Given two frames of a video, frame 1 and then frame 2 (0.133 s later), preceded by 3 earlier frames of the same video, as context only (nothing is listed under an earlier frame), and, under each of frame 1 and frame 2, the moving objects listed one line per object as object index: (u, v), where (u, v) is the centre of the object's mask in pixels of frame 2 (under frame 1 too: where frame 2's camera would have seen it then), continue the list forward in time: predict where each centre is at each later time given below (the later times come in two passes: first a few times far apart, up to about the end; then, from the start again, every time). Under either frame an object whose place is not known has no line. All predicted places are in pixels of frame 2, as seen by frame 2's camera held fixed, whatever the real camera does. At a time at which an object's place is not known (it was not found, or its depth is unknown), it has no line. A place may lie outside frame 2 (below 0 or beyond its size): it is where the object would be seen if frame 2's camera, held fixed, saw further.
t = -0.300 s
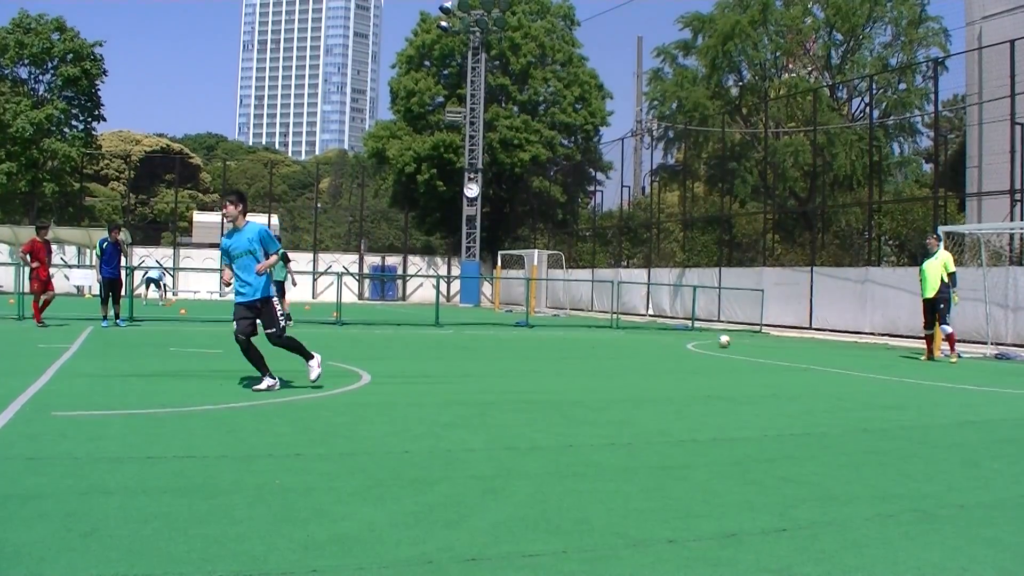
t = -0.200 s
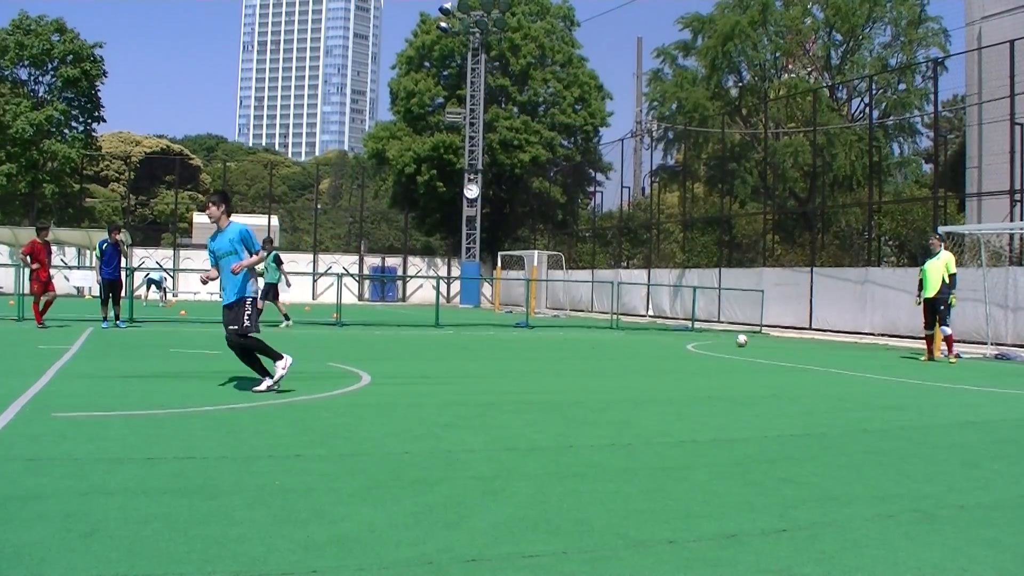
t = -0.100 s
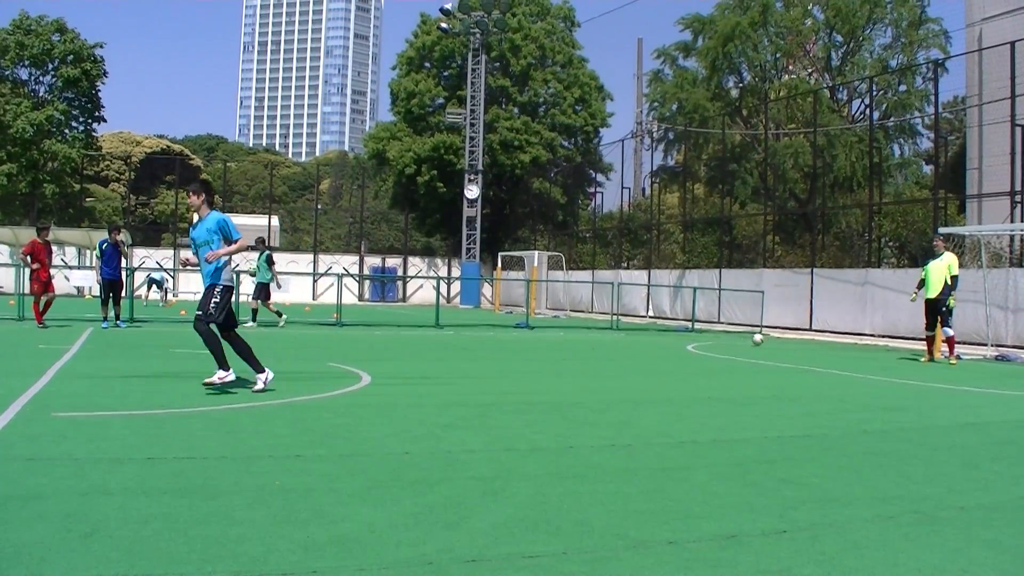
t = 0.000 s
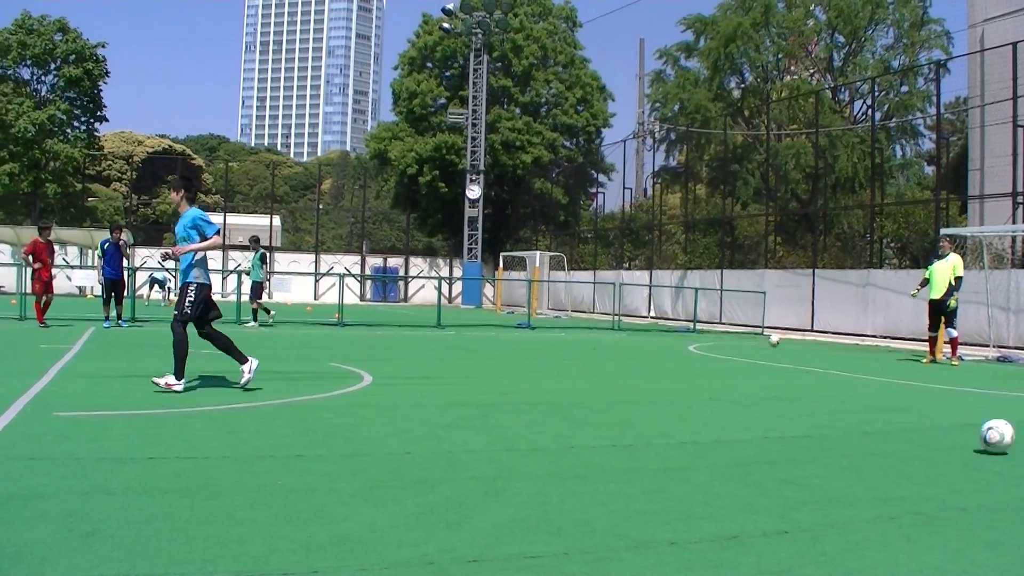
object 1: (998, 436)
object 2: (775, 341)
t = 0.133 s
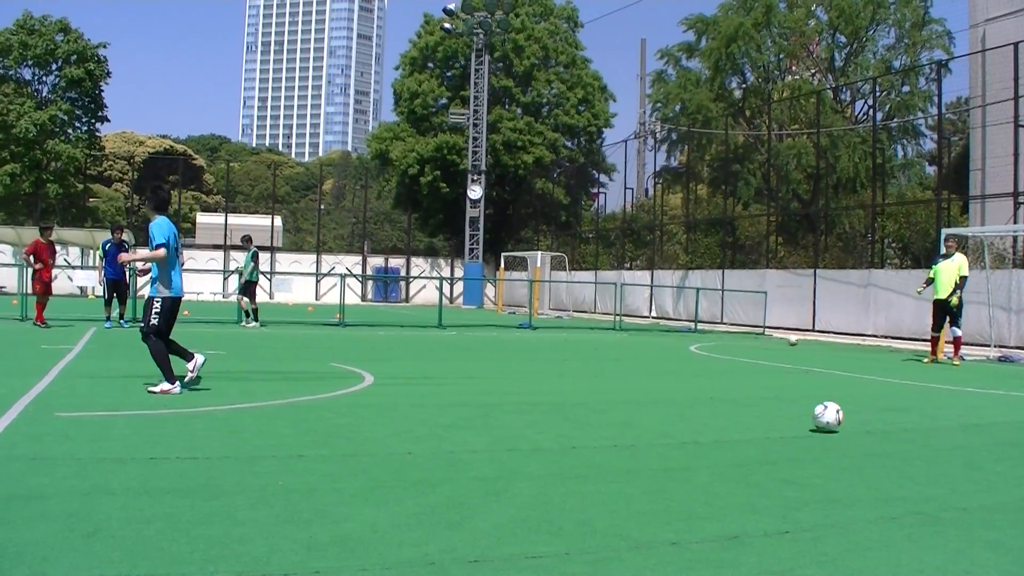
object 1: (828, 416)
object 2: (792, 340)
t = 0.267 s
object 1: (700, 401)
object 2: (808, 340)
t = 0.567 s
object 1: (511, 377)
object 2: (841, 338)
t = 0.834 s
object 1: (399, 362)
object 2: (865, 339)
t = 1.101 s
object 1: (314, 352)
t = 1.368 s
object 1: (249, 343)
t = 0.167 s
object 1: (792, 413)
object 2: (796, 340)
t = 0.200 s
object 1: (759, 409)
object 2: (801, 340)
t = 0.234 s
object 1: (729, 404)
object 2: (805, 340)
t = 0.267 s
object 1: (700, 401)
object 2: (808, 340)
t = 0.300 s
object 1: (672, 399)
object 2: (812, 340)
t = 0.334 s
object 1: (647, 395)
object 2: (816, 339)
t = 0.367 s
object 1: (624, 392)
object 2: (820, 339)
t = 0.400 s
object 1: (603, 389)
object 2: (823, 339)
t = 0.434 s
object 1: (581, 387)
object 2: (828, 338)
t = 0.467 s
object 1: (563, 384)
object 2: (831, 338)
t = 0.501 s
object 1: (545, 382)
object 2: (835, 338)
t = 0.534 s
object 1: (527, 381)
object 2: (838, 339)
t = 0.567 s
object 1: (511, 377)
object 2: (841, 338)
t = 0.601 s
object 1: (495, 375)
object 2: (845, 338)
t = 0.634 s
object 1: (480, 373)
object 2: (848, 339)
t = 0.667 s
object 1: (465, 372)
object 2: (851, 339)
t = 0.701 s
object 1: (450, 370)
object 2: (854, 338)
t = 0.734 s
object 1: (437, 369)
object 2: (857, 338)
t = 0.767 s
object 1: (423, 366)
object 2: (860, 339)
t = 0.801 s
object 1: (411, 364)
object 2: (863, 339)
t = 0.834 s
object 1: (399, 362)
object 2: (865, 339)
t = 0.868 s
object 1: (387, 360)
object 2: (868, 338)
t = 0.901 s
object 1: (375, 360)
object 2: (869, 337)
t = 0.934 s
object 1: (364, 358)
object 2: (866, 332)
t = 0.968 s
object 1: (353, 357)
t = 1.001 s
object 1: (343, 356)
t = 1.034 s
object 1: (333, 354)
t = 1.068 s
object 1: (323, 353)
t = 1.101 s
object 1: (314, 352)
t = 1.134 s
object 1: (305, 350)
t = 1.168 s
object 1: (296, 349)
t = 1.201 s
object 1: (288, 348)
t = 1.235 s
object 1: (280, 347)
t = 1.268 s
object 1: (272, 346)
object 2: (824, 305)
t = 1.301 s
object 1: (264, 346)
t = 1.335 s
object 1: (256, 344)
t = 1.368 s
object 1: (249, 343)
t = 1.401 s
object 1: (242, 343)
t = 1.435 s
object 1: (235, 341)
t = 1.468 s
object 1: (229, 340)
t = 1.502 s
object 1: (222, 339)
